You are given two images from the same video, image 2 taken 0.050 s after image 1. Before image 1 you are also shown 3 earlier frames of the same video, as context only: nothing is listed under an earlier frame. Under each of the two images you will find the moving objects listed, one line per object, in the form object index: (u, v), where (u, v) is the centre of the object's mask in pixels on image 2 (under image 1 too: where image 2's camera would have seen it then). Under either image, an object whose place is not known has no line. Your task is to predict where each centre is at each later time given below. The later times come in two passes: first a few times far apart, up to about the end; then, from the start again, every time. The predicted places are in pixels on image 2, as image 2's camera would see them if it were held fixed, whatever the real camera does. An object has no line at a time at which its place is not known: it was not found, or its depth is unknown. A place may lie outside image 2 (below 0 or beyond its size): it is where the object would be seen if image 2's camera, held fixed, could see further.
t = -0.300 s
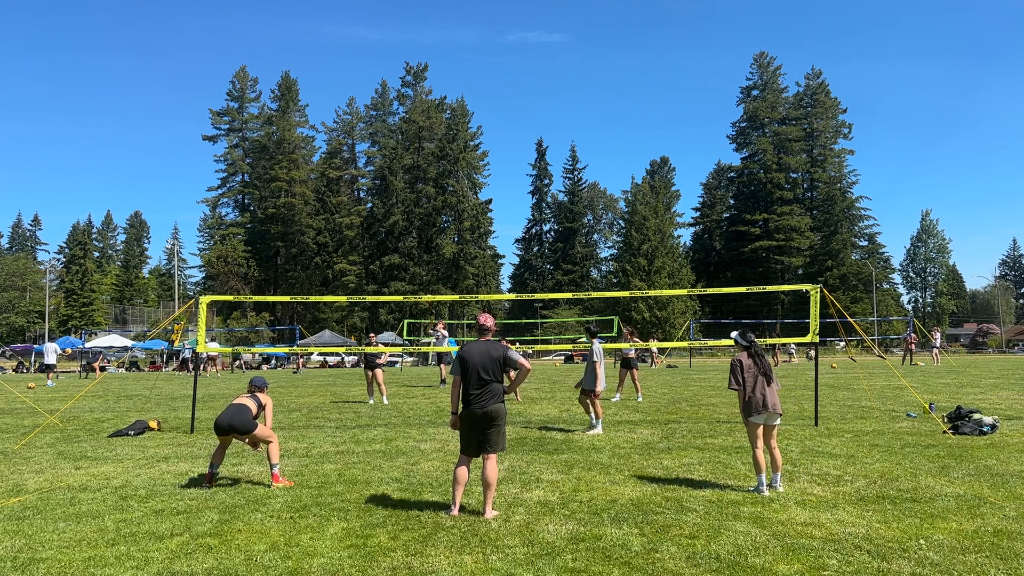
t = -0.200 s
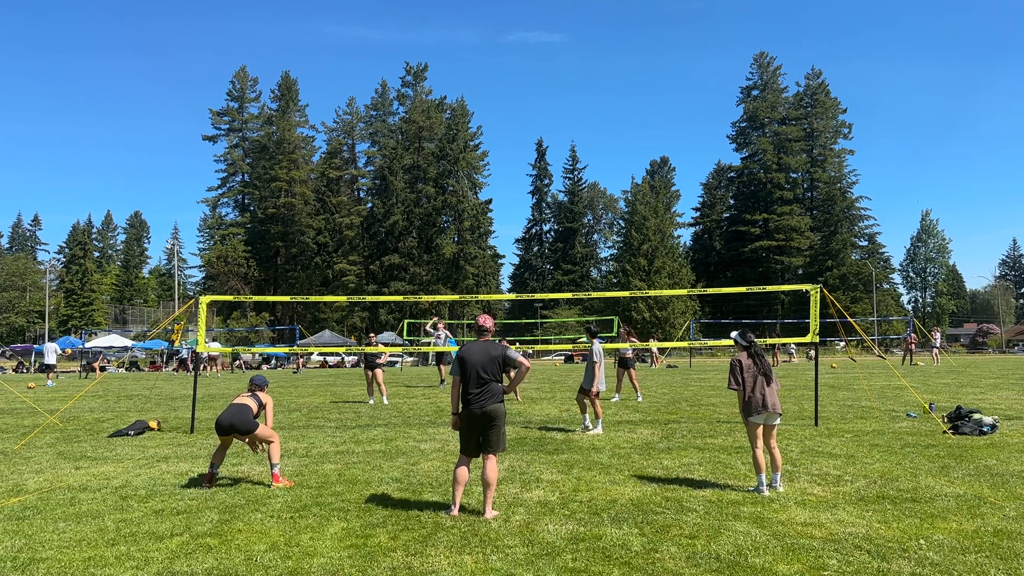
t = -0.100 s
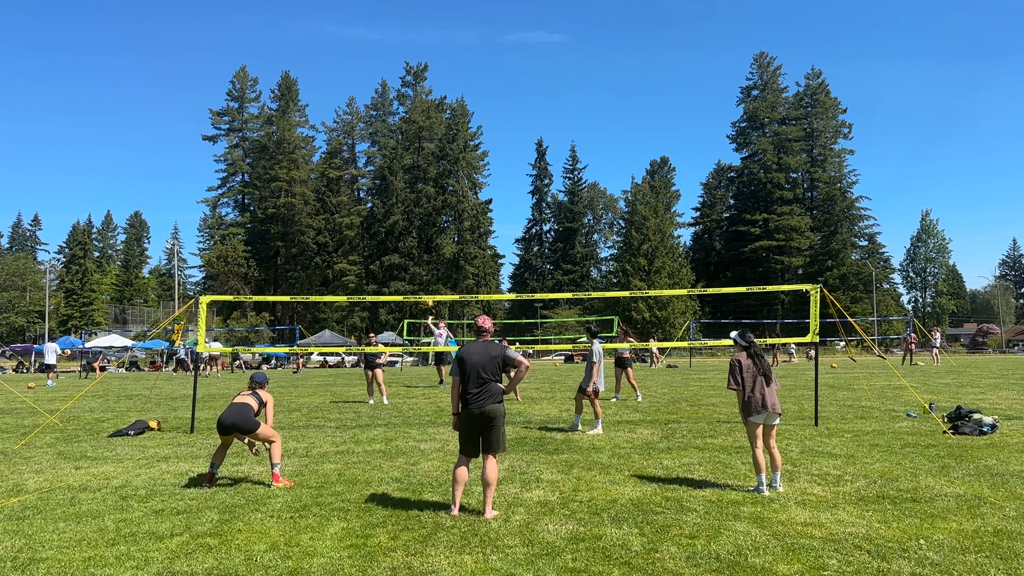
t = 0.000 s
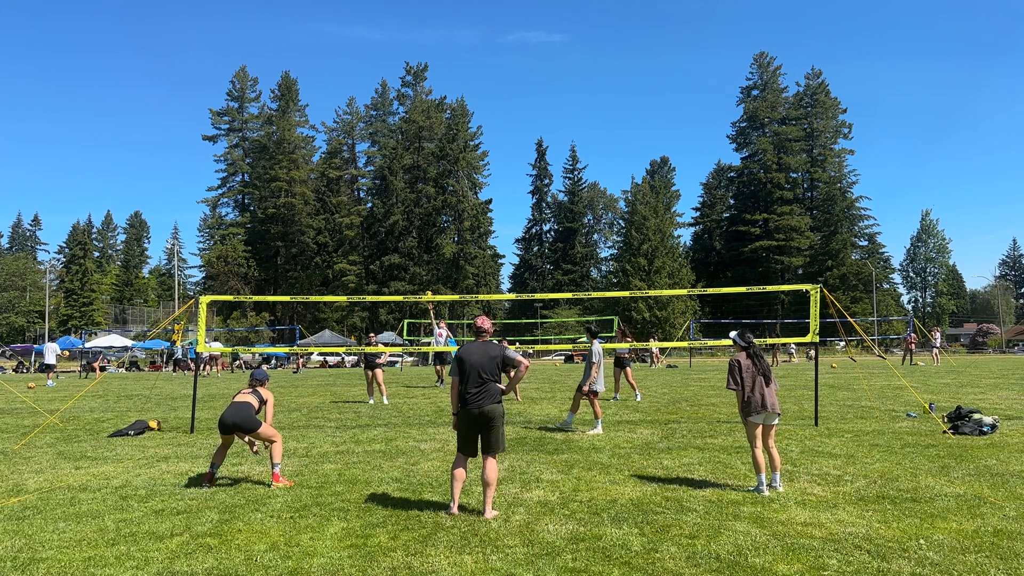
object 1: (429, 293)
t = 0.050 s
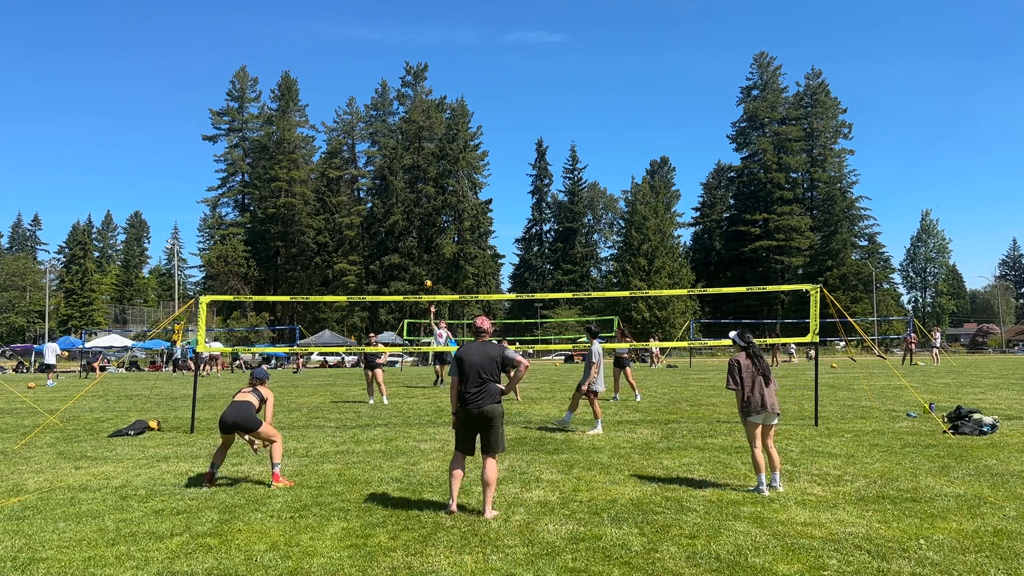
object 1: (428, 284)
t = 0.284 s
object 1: (425, 240)
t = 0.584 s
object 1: (420, 207)
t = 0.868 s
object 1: (413, 207)
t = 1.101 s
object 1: (407, 245)
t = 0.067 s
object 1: (428, 280)
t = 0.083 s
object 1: (427, 277)
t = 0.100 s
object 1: (427, 273)
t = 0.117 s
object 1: (427, 269)
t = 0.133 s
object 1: (427, 266)
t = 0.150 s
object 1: (427, 263)
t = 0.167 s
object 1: (426, 260)
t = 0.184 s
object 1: (425, 256)
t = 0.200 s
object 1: (426, 254)
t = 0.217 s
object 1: (426, 251)
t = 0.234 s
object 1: (426, 248)
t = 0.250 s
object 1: (425, 246)
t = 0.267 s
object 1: (425, 243)
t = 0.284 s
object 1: (425, 240)
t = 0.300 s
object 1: (424, 238)
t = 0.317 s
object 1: (424, 235)
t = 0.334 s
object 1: (424, 233)
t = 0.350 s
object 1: (424, 231)
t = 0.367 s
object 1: (423, 228)
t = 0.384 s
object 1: (423, 226)
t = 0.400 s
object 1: (423, 224)
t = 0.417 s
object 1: (423, 222)
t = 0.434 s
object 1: (422, 220)
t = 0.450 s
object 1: (422, 218)
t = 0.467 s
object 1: (422, 216)
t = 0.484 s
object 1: (422, 215)
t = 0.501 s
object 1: (421, 213)
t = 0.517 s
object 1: (421, 212)
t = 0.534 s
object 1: (421, 210)
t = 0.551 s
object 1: (420, 209)
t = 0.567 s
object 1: (420, 208)
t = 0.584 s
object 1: (420, 207)
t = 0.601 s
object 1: (419, 206)
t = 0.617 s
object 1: (419, 205)
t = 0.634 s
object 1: (419, 204)
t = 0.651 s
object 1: (418, 204)
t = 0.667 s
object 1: (418, 203)
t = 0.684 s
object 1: (417, 203)
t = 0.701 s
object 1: (417, 202)
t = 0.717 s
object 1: (417, 202)
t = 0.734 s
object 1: (416, 202)
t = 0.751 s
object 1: (416, 202)
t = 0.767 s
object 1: (415, 202)
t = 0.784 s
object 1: (415, 203)
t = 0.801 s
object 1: (415, 203)
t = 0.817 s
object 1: (414, 204)
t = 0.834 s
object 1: (414, 205)
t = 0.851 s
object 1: (413, 206)
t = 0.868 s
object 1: (413, 207)
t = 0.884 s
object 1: (412, 208)
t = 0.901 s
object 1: (412, 210)
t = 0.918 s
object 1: (412, 212)
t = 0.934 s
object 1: (411, 214)
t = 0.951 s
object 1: (411, 216)
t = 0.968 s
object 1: (411, 218)
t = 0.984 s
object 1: (410, 221)
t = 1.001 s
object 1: (410, 224)
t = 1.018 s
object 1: (409, 227)
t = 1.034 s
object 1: (409, 230)
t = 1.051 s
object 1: (408, 233)
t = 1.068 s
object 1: (408, 237)
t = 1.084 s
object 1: (408, 241)
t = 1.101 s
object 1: (407, 245)
